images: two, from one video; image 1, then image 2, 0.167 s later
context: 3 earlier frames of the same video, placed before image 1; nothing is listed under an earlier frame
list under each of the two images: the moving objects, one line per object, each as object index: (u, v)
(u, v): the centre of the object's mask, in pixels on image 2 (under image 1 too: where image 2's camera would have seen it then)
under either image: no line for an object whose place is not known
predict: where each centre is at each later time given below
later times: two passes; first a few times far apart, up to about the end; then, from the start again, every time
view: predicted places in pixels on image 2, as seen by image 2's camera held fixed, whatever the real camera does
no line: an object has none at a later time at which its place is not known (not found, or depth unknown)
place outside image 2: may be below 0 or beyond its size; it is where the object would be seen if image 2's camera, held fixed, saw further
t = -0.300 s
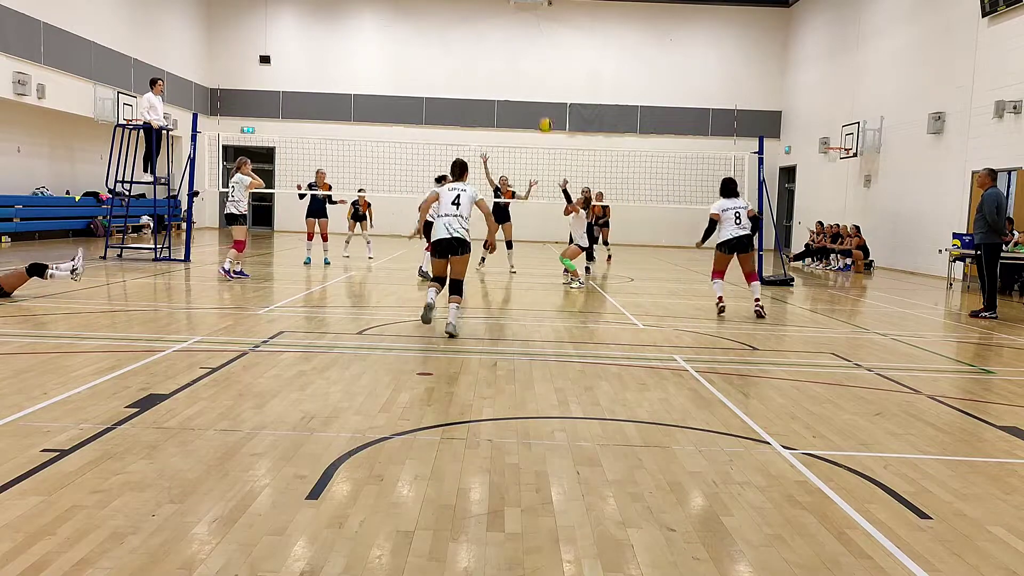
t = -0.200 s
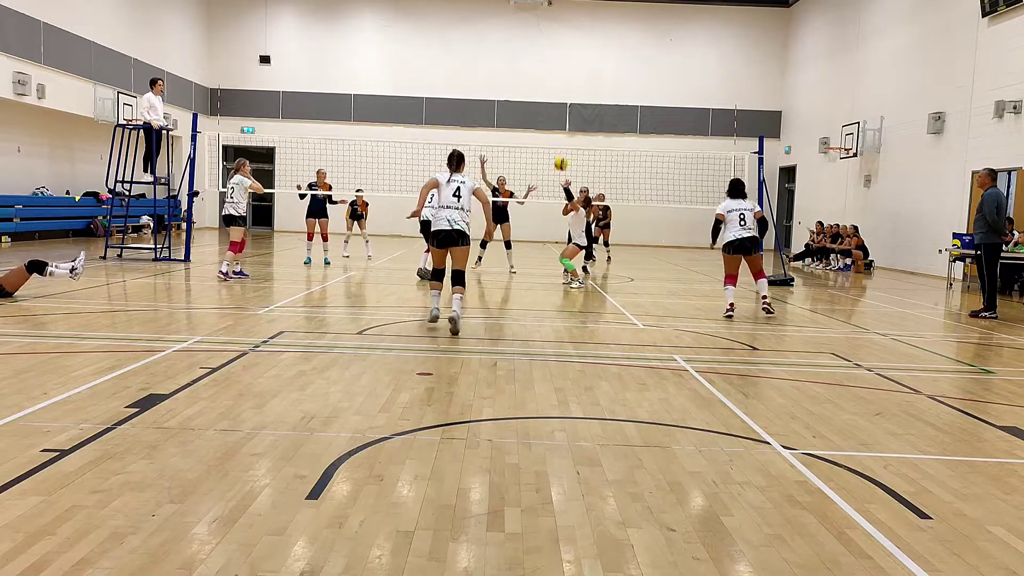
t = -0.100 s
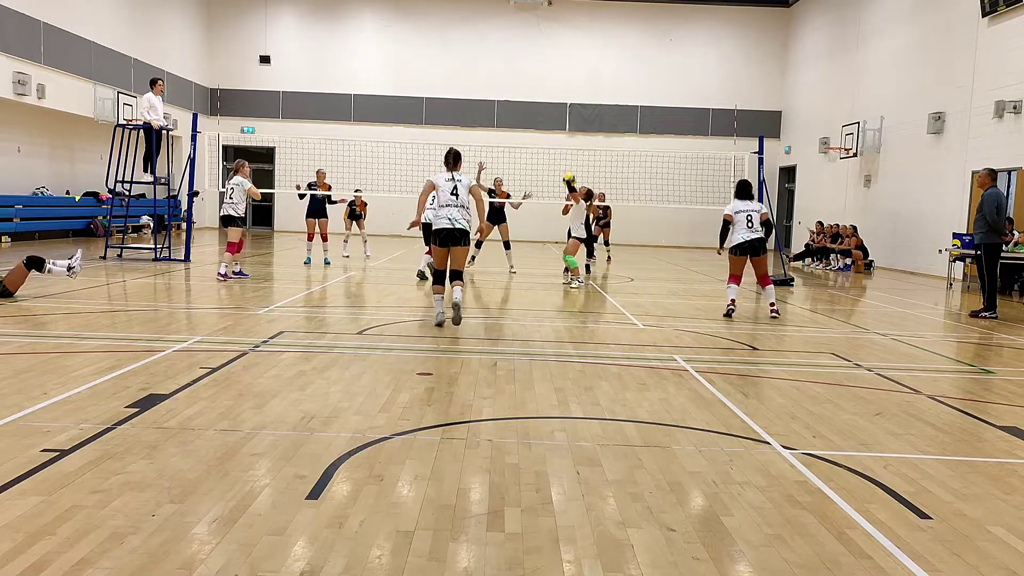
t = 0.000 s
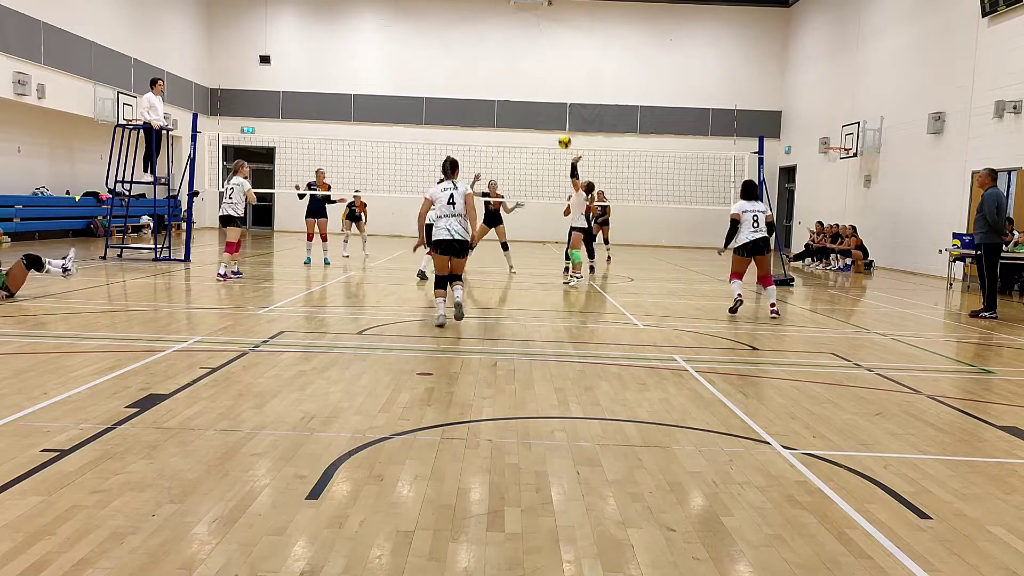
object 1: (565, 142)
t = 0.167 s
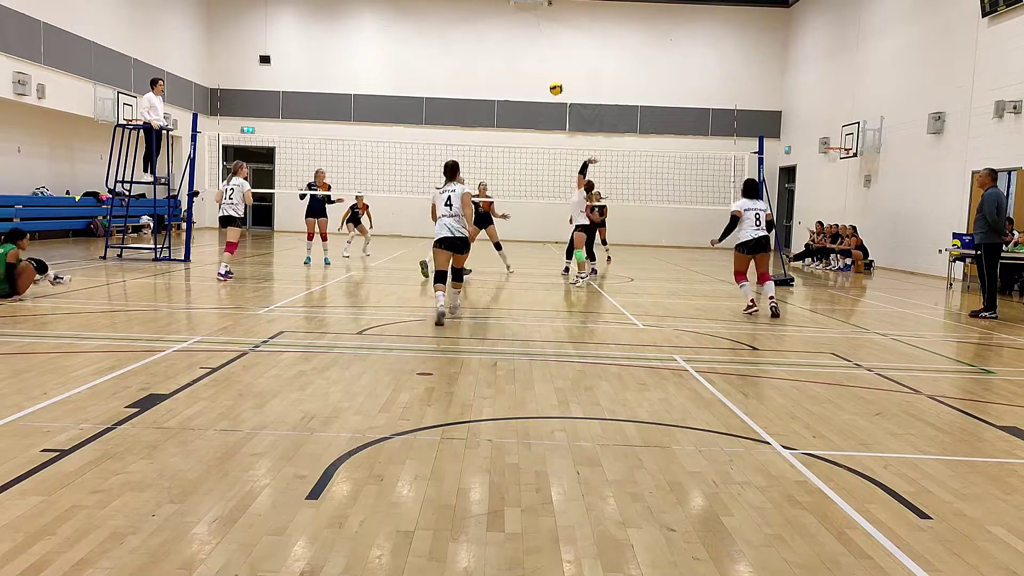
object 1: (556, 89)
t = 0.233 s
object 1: (552, 73)
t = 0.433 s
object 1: (541, 44)
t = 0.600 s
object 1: (531, 39)
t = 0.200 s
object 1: (554, 81)
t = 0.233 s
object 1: (552, 73)
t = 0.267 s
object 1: (551, 66)
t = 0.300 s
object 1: (549, 60)
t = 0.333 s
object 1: (547, 55)
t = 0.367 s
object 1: (545, 50)
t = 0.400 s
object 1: (543, 47)
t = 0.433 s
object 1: (541, 44)
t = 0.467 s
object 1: (539, 42)
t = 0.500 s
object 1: (537, 40)
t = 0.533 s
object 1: (535, 39)
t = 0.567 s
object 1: (533, 39)
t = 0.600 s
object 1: (531, 39)
